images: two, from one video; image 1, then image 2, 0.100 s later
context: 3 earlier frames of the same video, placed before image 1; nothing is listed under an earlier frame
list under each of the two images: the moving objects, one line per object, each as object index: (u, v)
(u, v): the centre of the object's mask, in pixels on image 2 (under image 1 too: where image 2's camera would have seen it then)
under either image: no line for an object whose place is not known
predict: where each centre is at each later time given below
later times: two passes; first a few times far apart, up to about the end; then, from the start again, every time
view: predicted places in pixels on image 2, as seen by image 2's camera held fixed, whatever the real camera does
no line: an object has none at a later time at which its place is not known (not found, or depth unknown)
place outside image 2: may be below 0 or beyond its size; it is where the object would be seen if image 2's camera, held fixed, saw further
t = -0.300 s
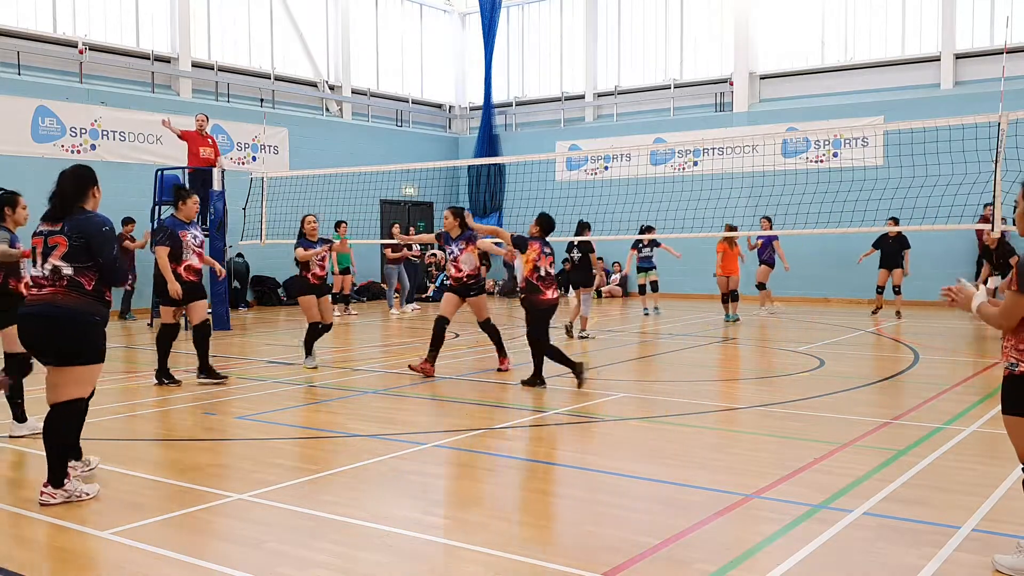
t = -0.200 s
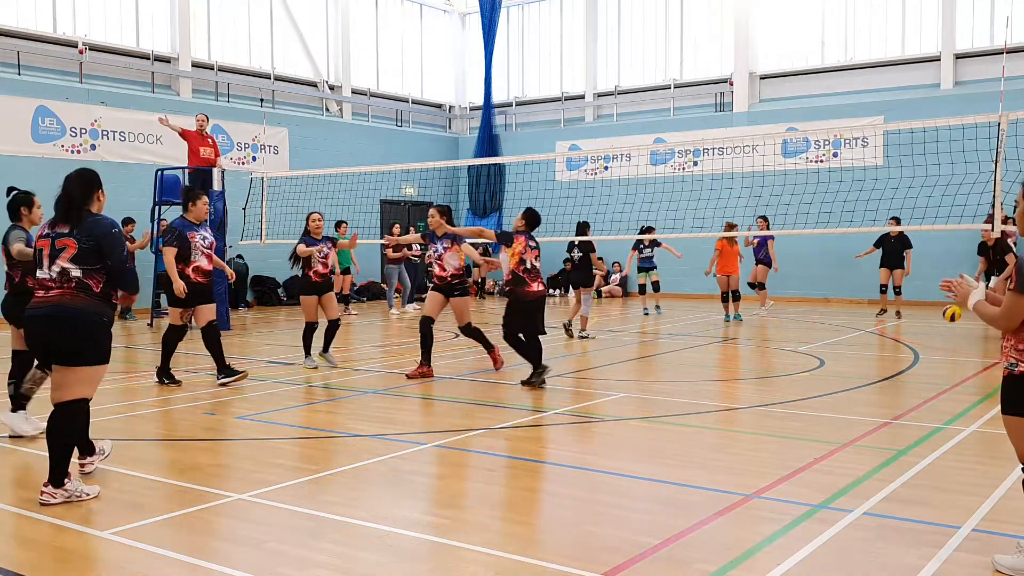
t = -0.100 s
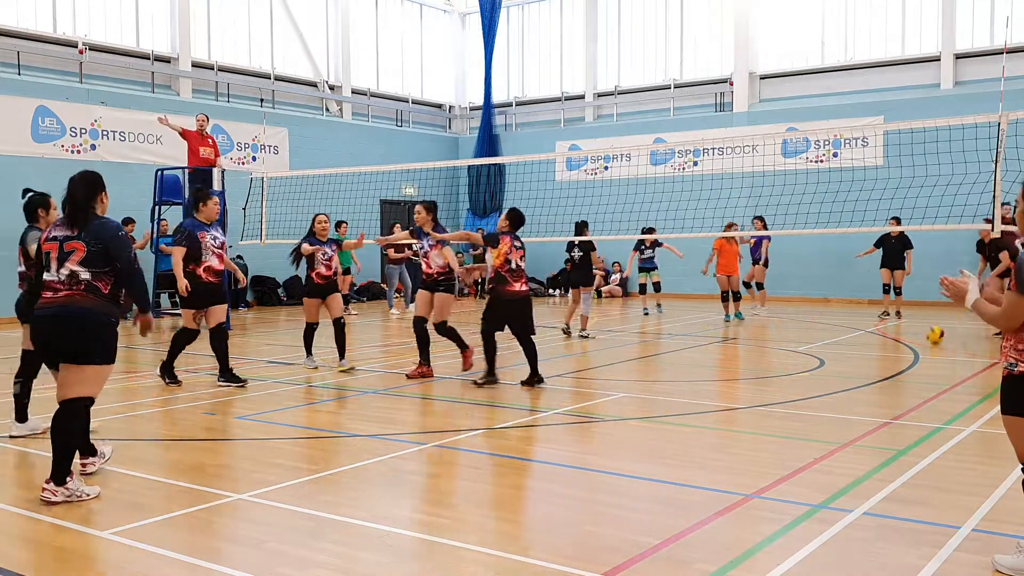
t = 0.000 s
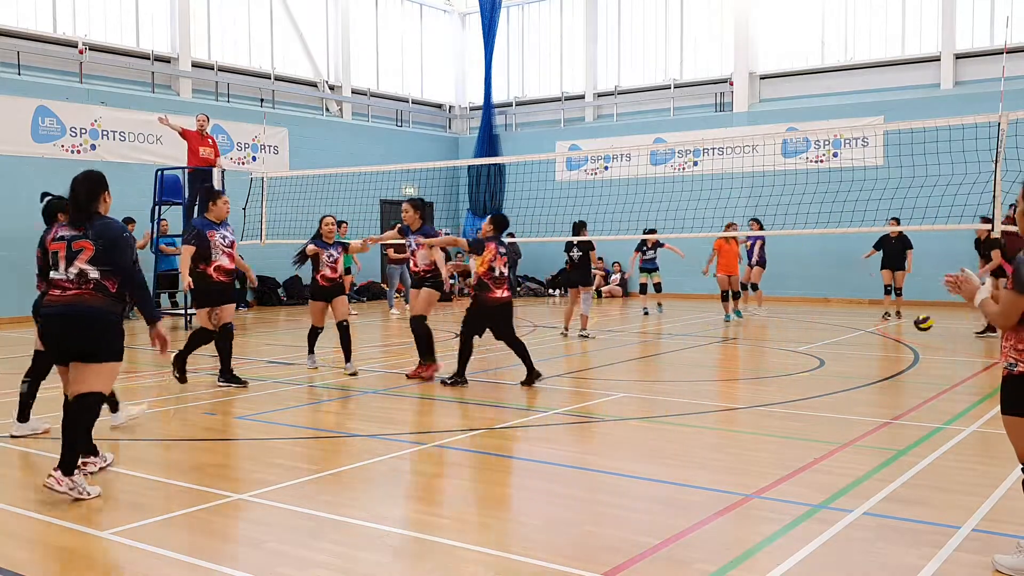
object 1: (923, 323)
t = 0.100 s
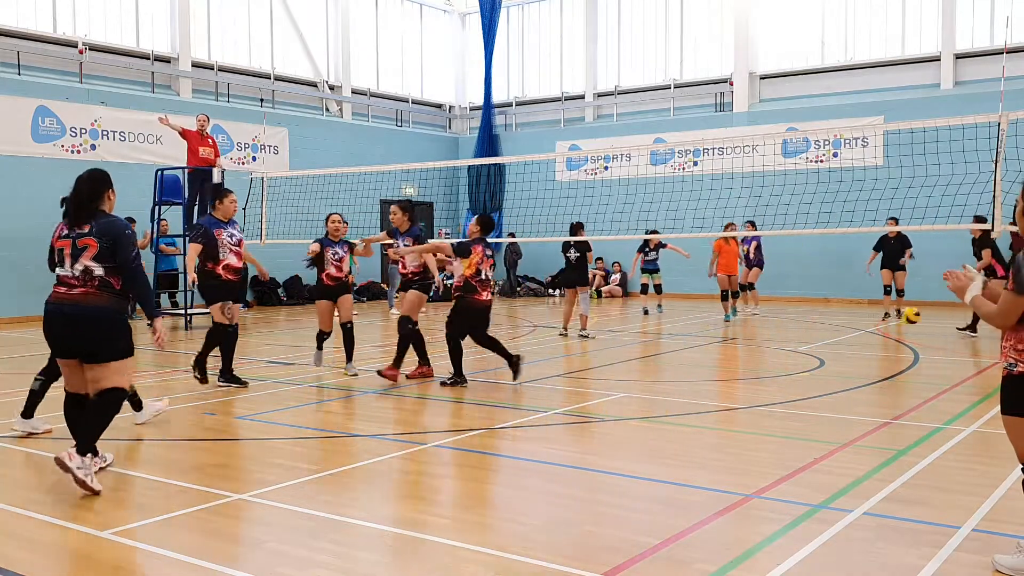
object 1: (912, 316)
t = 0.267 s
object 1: (889, 322)
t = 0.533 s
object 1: (852, 329)
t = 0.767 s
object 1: (818, 344)
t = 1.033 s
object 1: (777, 343)
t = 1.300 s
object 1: (735, 349)
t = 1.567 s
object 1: (692, 355)
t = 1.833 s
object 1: (643, 364)
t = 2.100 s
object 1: (595, 374)
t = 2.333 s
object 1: (550, 378)
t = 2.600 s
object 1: (496, 386)
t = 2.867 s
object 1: (438, 392)
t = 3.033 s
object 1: (400, 399)
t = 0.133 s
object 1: (905, 315)
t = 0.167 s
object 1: (901, 315)
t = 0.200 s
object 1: (898, 316)
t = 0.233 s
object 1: (894, 319)
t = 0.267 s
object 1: (889, 322)
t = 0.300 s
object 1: (885, 326)
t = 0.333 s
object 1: (880, 332)
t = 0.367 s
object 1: (875, 338)
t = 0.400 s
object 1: (870, 342)
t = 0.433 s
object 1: (866, 338)
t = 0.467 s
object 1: (861, 333)
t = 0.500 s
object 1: (857, 331)
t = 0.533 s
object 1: (852, 329)
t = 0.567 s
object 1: (848, 328)
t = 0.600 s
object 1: (843, 328)
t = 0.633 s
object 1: (837, 329)
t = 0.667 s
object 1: (833, 332)
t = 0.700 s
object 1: (828, 334)
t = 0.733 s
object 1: (823, 339)
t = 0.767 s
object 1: (818, 344)
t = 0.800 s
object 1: (813, 350)
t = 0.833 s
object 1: (809, 346)
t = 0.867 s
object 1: (803, 342)
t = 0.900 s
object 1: (798, 340)
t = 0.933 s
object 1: (794, 339)
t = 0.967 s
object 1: (788, 339)
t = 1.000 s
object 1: (783, 340)
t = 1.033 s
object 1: (777, 343)
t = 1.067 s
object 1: (774, 346)
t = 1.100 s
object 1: (767, 350)
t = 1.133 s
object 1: (761, 356)
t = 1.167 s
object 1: (756, 353)
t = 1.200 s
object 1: (752, 350)
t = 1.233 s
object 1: (746, 349)
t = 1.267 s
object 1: (741, 348)
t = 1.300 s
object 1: (735, 349)
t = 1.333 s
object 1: (730, 351)
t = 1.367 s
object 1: (724, 353)
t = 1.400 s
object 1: (717, 358)
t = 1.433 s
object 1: (713, 361)
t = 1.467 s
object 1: (707, 358)
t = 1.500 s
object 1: (702, 356)
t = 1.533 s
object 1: (695, 356)
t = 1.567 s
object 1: (692, 355)
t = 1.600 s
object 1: (685, 358)
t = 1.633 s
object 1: (679, 360)
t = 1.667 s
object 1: (672, 364)
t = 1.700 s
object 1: (666, 365)
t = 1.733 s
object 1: (661, 364)
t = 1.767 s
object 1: (655, 362)
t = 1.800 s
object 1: (649, 363)
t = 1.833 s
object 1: (643, 364)
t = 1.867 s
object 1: (637, 366)
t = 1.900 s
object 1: (631, 370)
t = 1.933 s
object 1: (625, 370)
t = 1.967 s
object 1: (618, 368)
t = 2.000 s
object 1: (613, 368)
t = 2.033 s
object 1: (607, 368)
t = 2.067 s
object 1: (600, 371)
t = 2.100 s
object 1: (595, 374)
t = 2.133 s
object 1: (589, 374)
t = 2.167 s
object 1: (583, 374)
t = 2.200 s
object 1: (576, 374)
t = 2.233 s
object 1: (568, 376)
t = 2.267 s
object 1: (562, 379)
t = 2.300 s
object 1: (556, 378)
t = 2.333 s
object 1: (550, 378)
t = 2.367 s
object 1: (543, 379)
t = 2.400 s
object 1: (537, 382)
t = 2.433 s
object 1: (531, 381)
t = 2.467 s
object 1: (524, 382)
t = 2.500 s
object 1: (517, 384)
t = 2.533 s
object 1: (509, 384)
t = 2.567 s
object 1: (503, 384)
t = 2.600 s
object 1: (496, 386)
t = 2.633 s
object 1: (488, 385)
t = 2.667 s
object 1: (481, 387)
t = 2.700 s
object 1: (475, 389)
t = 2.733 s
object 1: (469, 389)
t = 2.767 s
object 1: (461, 391)
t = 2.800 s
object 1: (453, 390)
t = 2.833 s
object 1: (446, 392)
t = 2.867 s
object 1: (438, 392)
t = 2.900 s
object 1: (430, 395)
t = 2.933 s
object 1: (423, 395)
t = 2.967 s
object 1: (415, 396)
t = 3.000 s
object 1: (408, 397)
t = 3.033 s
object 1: (400, 399)
